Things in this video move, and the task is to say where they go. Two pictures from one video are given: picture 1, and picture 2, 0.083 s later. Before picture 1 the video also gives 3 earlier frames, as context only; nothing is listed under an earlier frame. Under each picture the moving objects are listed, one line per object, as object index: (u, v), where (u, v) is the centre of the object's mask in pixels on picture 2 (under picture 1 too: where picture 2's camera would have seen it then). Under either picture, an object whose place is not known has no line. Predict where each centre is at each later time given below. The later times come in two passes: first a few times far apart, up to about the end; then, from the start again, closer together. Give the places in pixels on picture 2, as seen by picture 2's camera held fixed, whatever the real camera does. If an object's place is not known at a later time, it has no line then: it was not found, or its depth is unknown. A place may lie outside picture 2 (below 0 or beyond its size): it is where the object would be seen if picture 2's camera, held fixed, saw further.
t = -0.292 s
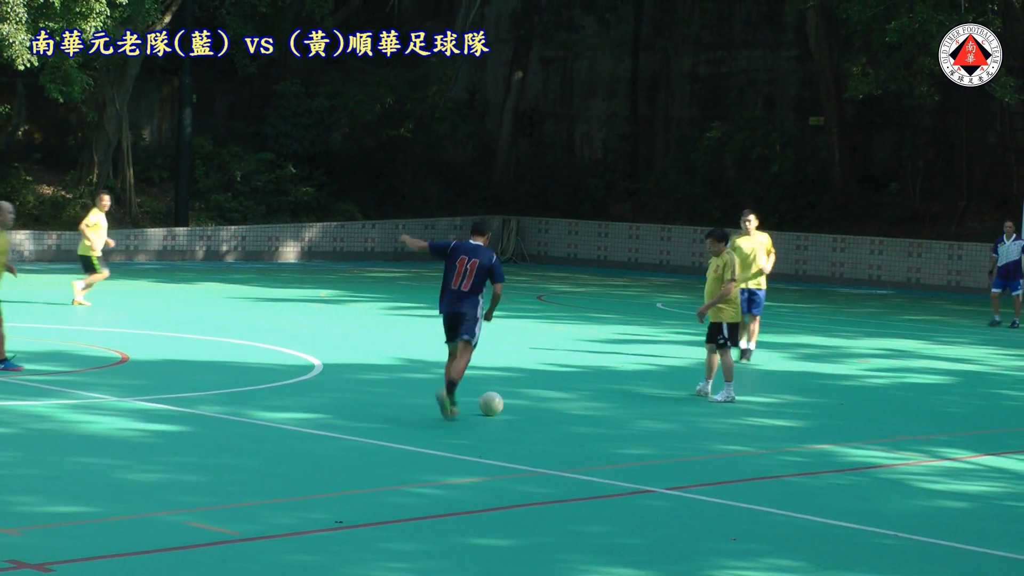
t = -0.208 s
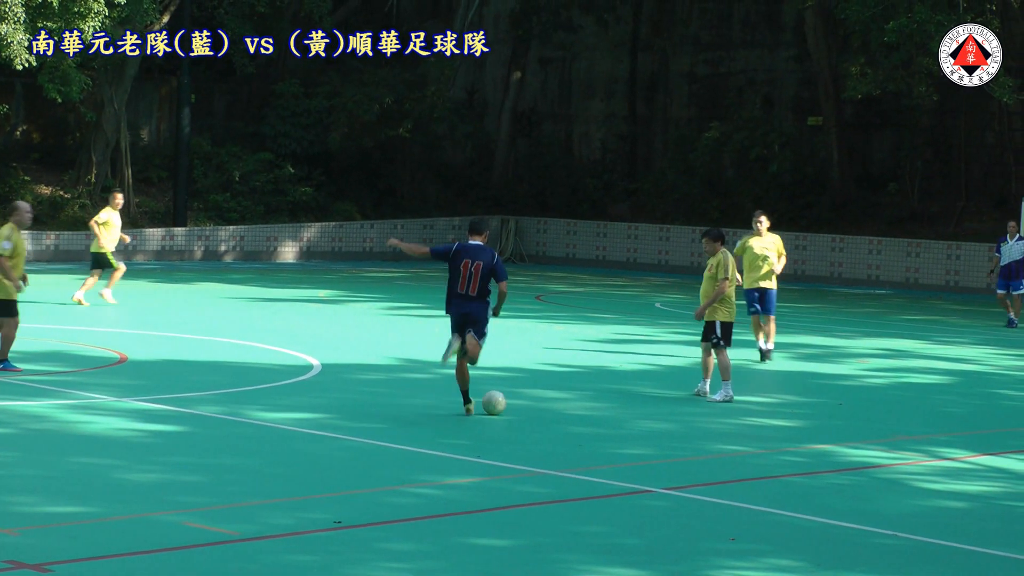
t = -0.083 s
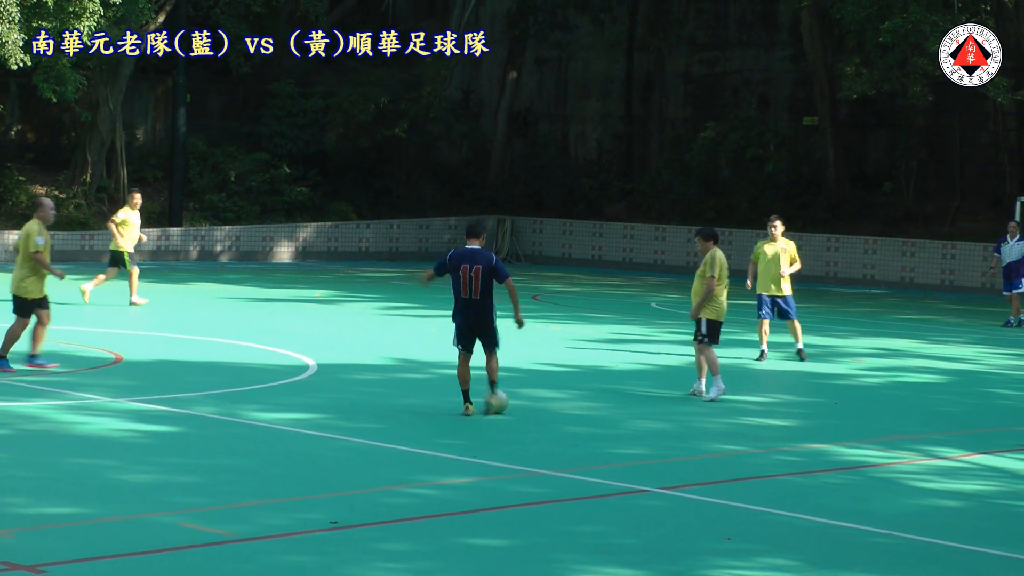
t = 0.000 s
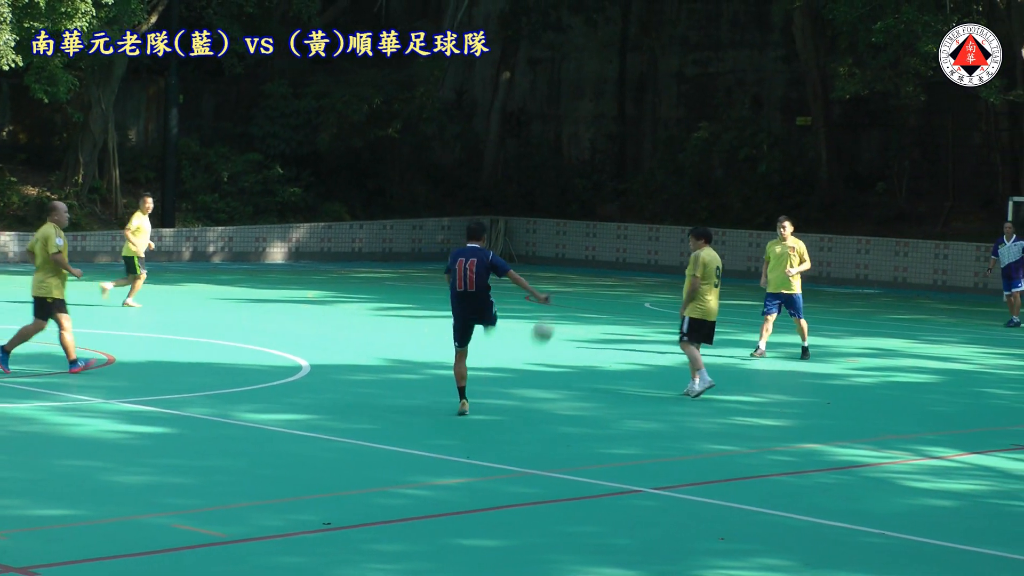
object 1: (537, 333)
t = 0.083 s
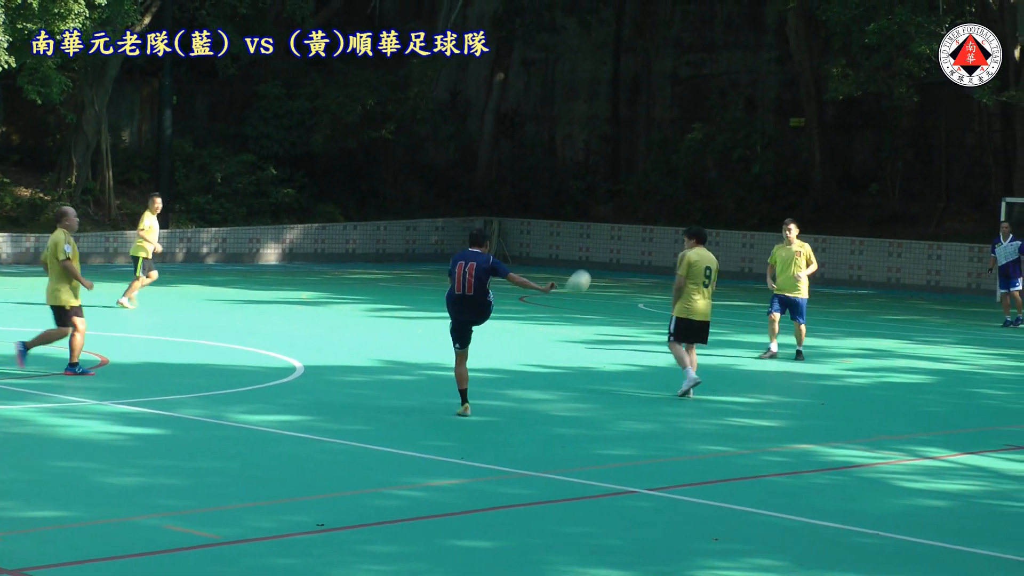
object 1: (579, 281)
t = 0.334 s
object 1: (685, 196)
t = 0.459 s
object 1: (738, 173)
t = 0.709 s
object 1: (820, 169)
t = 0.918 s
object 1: (883, 191)
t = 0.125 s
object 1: (597, 263)
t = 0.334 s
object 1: (685, 196)
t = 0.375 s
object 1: (700, 188)
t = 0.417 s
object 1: (716, 181)
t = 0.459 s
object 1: (738, 173)
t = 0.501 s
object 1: (752, 170)
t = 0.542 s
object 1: (766, 168)
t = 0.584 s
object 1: (780, 167)
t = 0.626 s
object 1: (794, 166)
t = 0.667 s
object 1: (807, 166)
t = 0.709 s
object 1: (820, 169)
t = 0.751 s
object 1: (833, 171)
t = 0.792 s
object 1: (846, 175)
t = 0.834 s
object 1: (859, 179)
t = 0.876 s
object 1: (871, 185)
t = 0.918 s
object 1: (883, 191)
